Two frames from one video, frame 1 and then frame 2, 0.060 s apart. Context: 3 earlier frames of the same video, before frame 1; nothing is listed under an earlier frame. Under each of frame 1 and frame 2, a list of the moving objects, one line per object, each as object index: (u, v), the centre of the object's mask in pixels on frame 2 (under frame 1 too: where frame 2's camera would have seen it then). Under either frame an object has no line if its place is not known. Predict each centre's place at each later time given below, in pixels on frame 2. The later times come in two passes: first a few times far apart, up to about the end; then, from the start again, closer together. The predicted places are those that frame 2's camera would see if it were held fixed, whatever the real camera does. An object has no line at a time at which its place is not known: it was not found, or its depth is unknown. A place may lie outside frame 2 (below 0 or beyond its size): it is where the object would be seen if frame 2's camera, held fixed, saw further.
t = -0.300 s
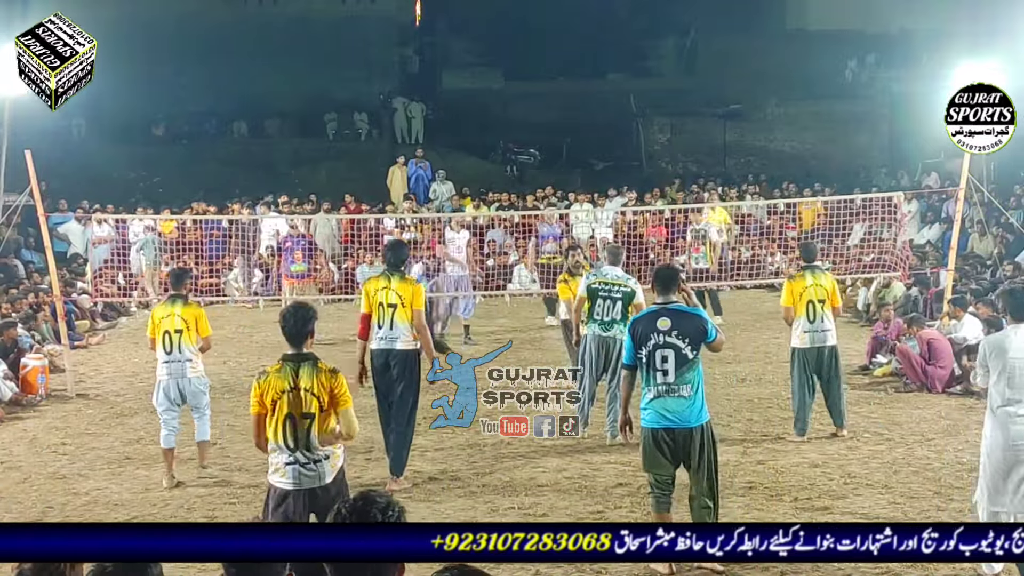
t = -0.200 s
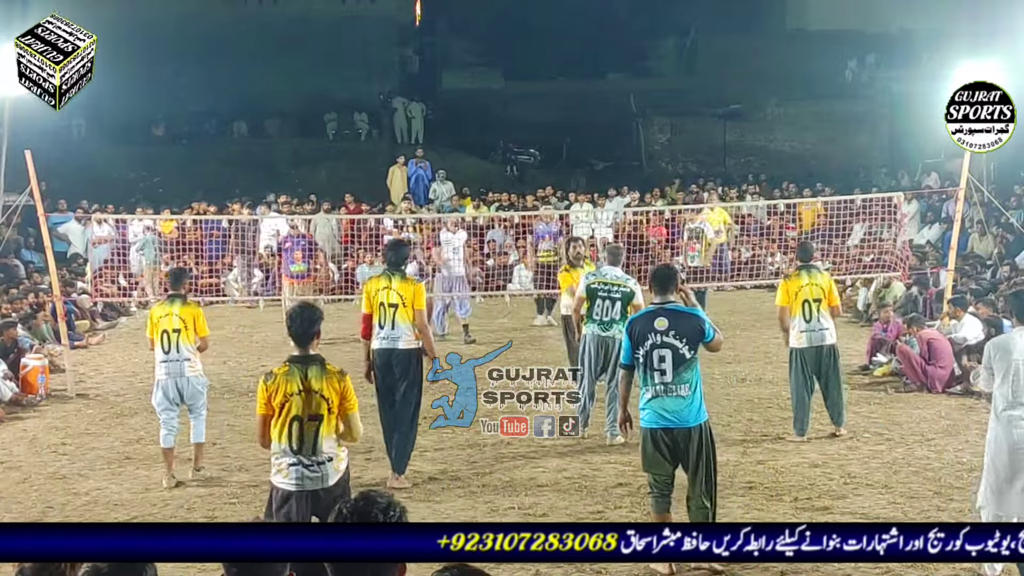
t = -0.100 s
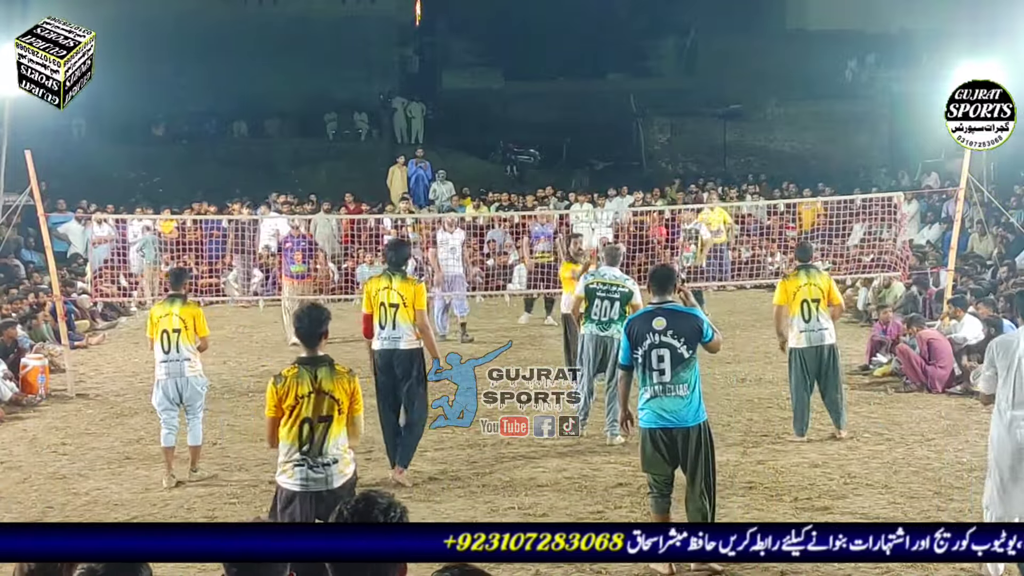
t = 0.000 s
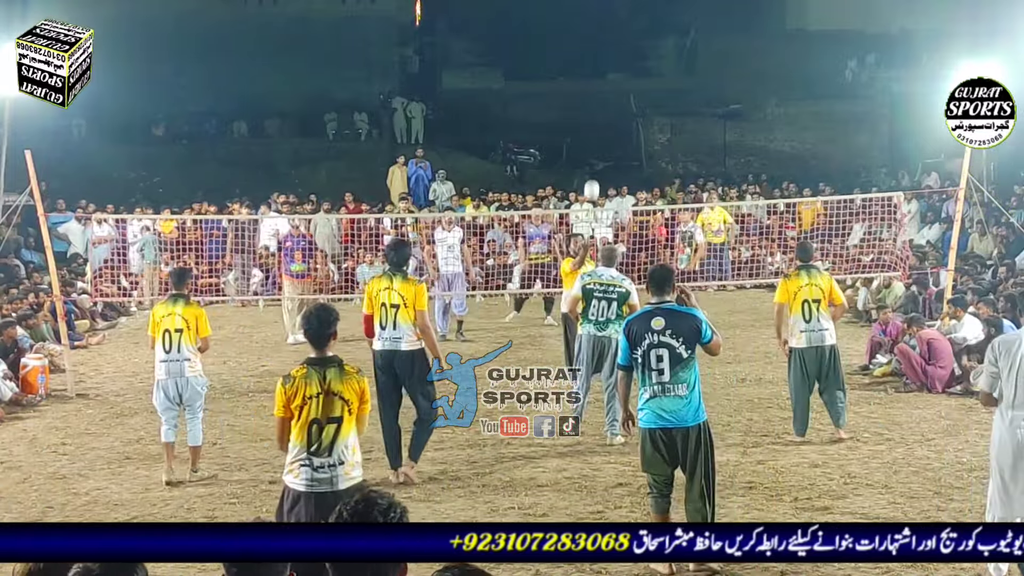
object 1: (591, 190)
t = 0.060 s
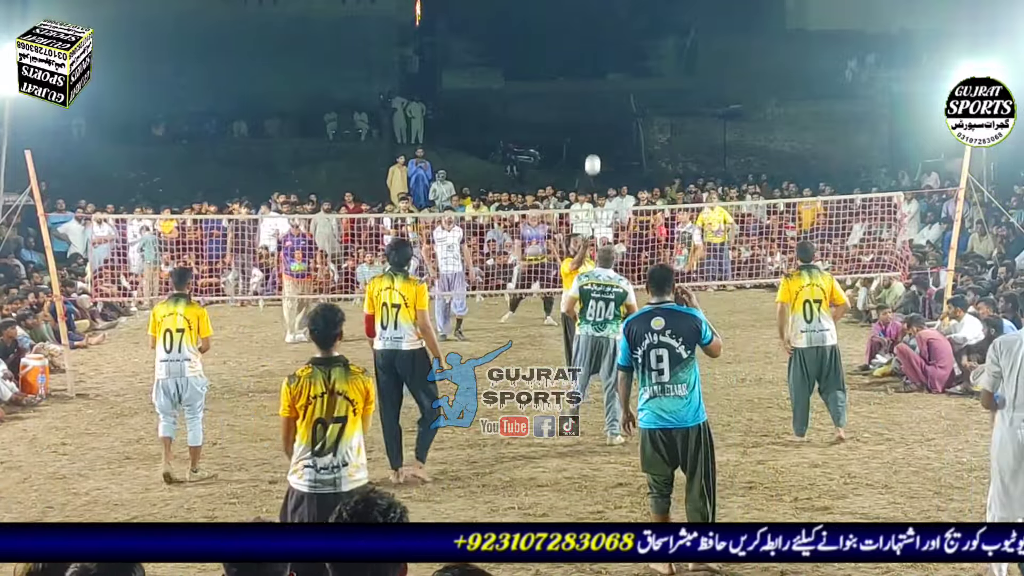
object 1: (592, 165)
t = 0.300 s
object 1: (597, 97)
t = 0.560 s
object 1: (604, 91)
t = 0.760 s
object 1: (611, 138)
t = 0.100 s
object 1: (593, 150)
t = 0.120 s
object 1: (593, 142)
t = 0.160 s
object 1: (594, 130)
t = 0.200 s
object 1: (595, 118)
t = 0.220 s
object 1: (595, 113)
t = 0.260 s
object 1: (596, 104)
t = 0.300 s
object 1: (597, 97)
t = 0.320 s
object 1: (598, 93)
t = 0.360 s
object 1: (598, 89)
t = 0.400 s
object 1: (599, 86)
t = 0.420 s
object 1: (600, 85)
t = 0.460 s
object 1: (601, 85)
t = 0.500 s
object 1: (602, 86)
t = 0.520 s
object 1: (603, 88)
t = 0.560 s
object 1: (604, 91)
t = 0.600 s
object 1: (606, 97)
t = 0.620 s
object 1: (606, 101)
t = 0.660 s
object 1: (607, 109)
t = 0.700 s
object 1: (609, 119)
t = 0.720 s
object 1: (609, 125)
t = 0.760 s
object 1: (611, 138)
